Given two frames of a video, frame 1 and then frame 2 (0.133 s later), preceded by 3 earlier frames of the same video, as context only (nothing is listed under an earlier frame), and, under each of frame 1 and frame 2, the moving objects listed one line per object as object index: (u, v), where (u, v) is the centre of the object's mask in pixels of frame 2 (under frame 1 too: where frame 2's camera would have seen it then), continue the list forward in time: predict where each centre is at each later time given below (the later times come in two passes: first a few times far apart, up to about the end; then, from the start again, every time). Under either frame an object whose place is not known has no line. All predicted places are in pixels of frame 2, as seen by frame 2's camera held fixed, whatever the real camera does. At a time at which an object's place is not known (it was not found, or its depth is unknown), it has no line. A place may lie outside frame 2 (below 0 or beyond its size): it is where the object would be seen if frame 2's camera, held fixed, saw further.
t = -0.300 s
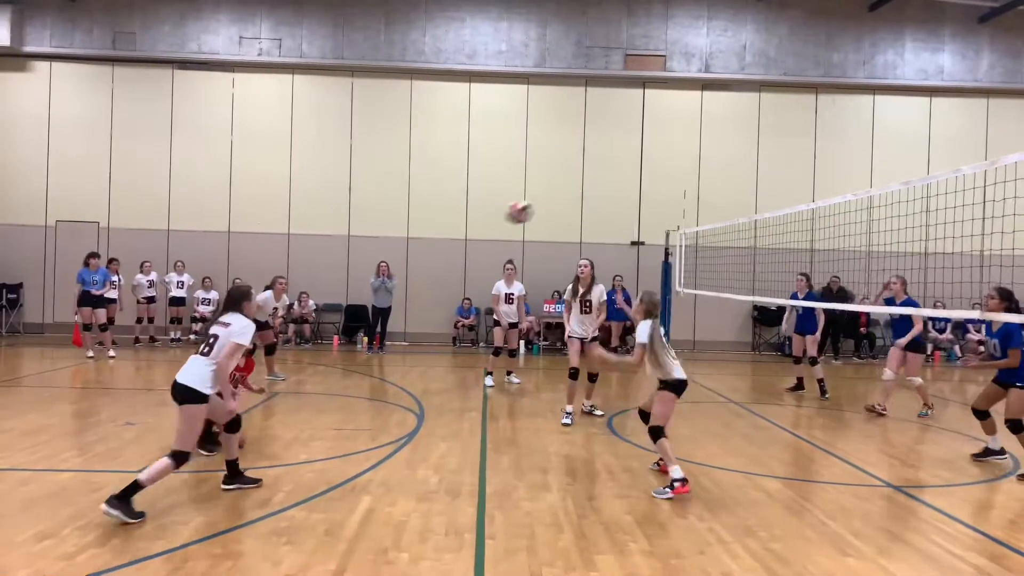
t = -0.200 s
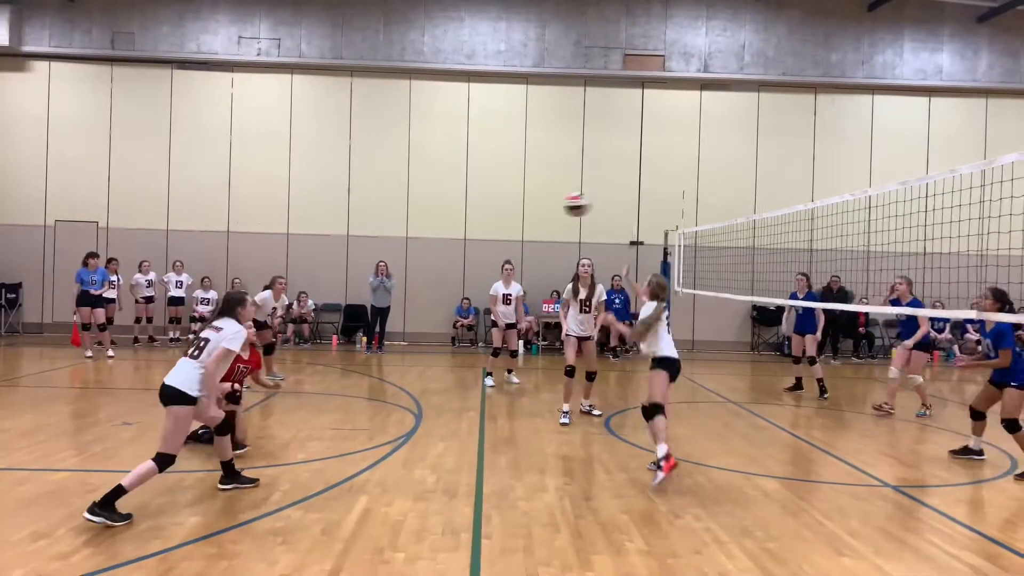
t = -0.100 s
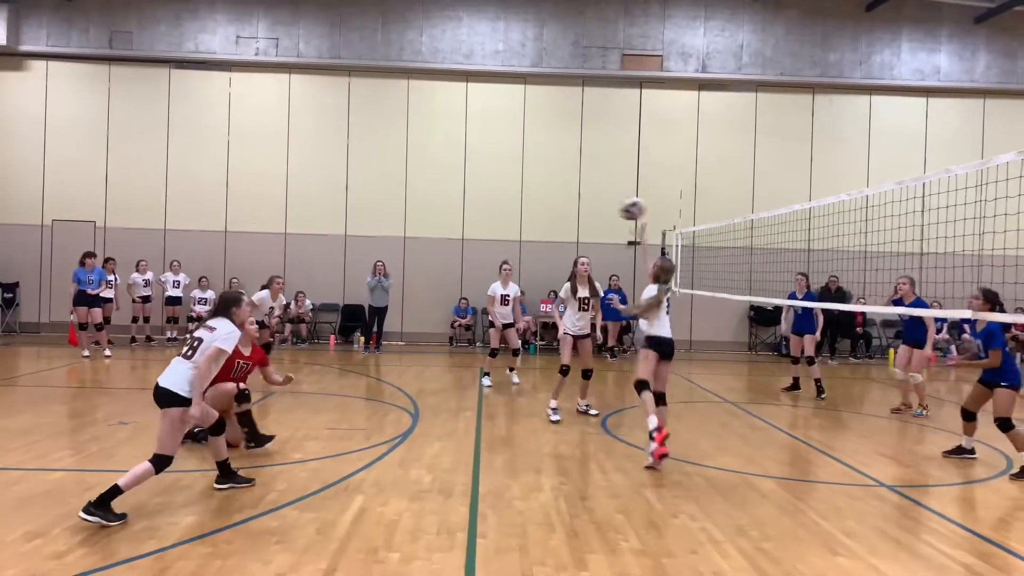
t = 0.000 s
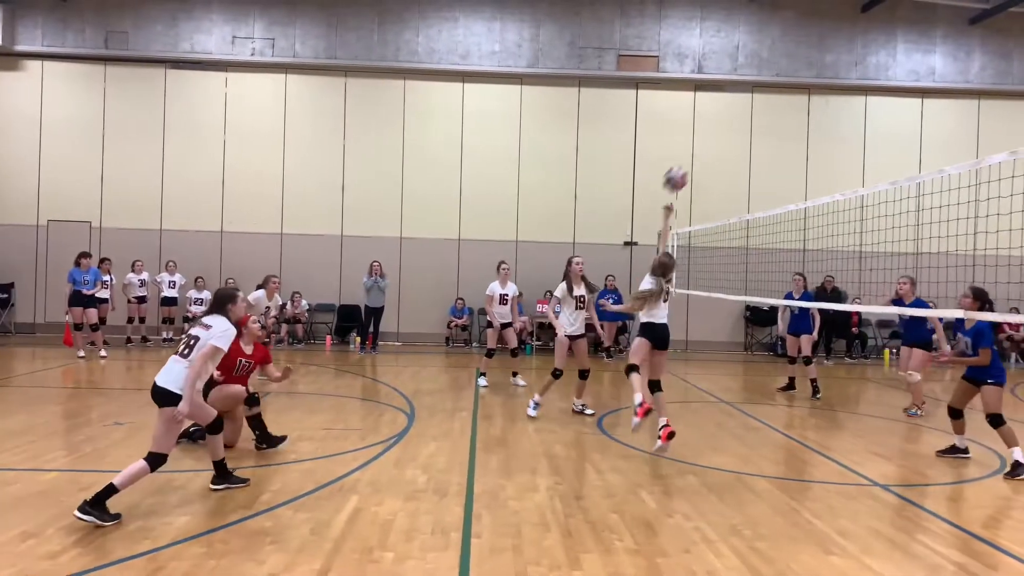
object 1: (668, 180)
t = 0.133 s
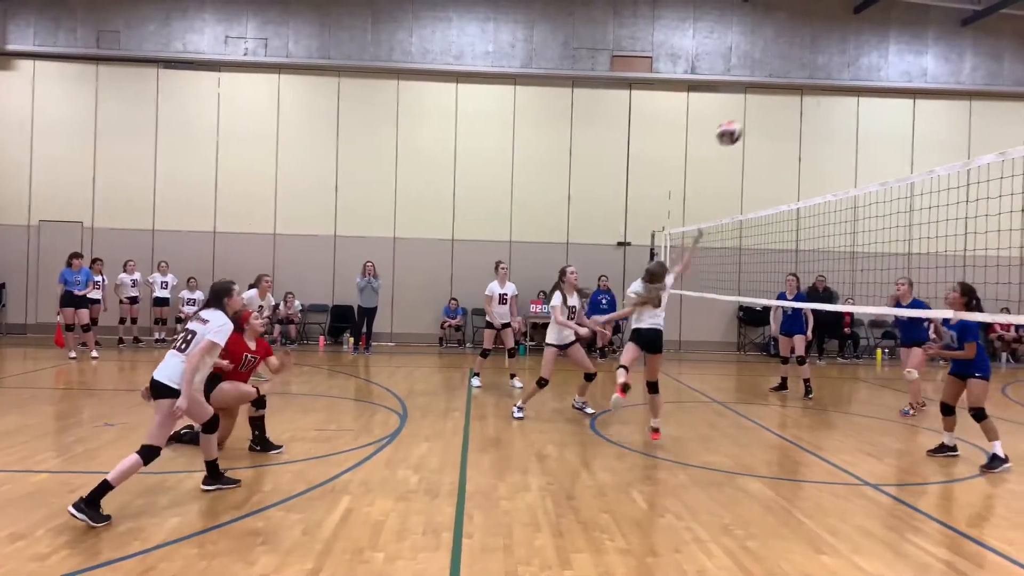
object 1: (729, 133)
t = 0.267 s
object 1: (787, 108)
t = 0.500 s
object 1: (888, 114)
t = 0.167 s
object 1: (744, 125)
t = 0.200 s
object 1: (758, 118)
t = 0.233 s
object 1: (774, 112)
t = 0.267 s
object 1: (787, 108)
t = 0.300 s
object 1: (802, 105)
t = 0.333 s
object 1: (817, 103)
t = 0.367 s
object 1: (832, 103)
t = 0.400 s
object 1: (845, 103)
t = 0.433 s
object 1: (860, 105)
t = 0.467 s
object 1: (873, 108)
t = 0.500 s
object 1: (888, 114)
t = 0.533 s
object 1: (902, 119)
